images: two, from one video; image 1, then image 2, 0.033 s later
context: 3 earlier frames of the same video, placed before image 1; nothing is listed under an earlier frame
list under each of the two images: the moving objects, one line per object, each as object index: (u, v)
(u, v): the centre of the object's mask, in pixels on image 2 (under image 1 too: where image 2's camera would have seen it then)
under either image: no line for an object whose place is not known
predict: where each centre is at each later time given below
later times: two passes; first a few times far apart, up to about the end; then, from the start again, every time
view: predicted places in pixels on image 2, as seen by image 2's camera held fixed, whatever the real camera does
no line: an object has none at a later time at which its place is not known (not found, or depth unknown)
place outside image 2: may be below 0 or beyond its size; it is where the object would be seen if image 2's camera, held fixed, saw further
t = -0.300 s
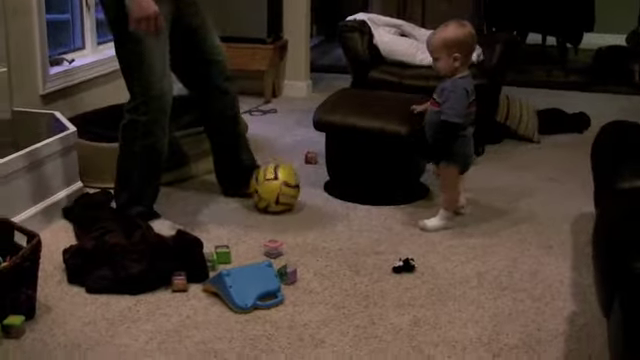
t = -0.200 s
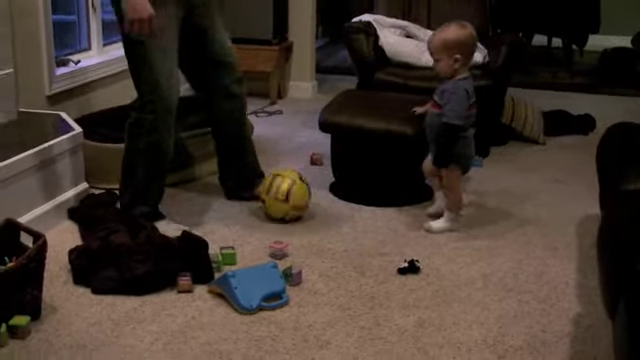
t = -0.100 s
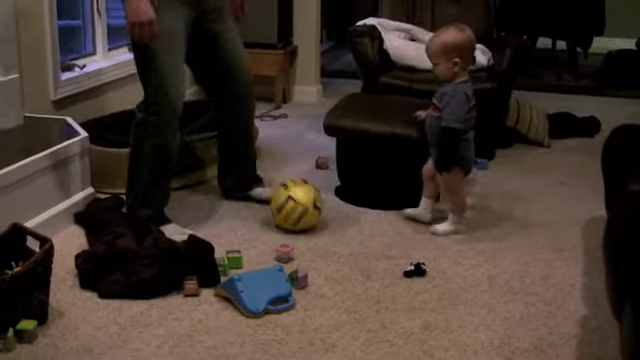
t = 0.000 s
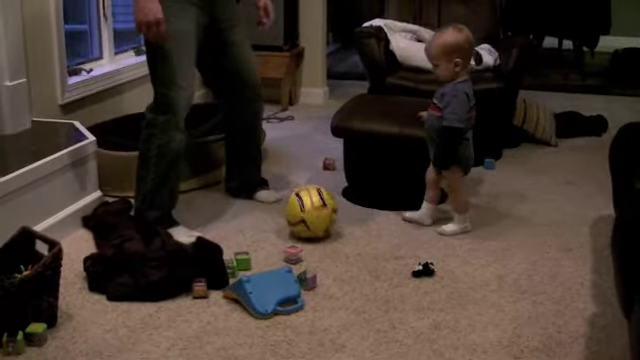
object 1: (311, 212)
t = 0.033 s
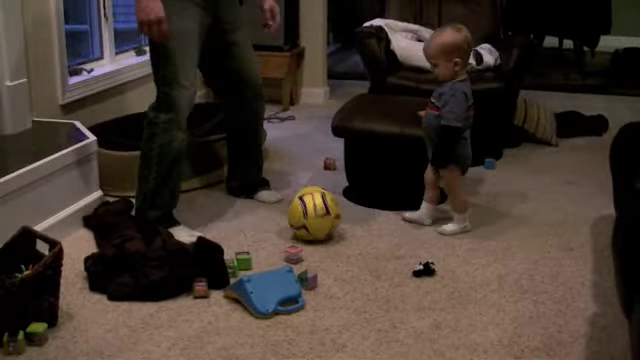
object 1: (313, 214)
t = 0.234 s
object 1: (327, 226)
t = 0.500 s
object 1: (347, 242)
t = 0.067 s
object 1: (315, 217)
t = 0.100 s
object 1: (318, 218)
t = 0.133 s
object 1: (320, 220)
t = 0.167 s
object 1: (322, 223)
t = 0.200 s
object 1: (325, 223)
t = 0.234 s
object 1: (327, 226)
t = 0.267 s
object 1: (330, 227)
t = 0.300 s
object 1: (333, 229)
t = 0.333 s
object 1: (335, 232)
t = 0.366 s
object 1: (337, 234)
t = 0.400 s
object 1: (340, 235)
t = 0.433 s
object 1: (342, 238)
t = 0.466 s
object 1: (345, 240)
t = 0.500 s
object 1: (347, 242)
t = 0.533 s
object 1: (349, 243)
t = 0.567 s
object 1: (352, 245)
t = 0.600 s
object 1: (354, 247)
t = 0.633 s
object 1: (358, 249)
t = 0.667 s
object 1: (361, 251)
